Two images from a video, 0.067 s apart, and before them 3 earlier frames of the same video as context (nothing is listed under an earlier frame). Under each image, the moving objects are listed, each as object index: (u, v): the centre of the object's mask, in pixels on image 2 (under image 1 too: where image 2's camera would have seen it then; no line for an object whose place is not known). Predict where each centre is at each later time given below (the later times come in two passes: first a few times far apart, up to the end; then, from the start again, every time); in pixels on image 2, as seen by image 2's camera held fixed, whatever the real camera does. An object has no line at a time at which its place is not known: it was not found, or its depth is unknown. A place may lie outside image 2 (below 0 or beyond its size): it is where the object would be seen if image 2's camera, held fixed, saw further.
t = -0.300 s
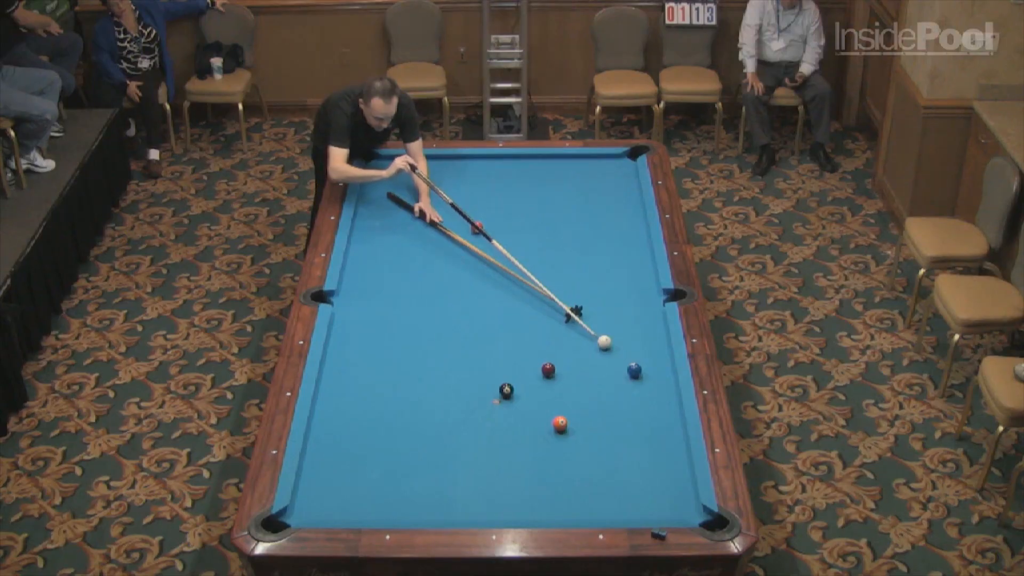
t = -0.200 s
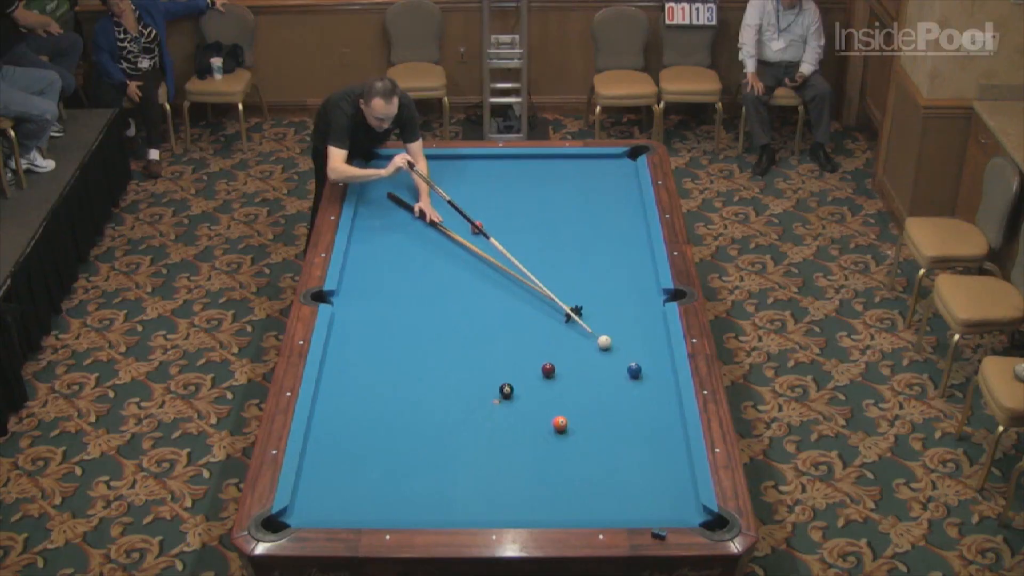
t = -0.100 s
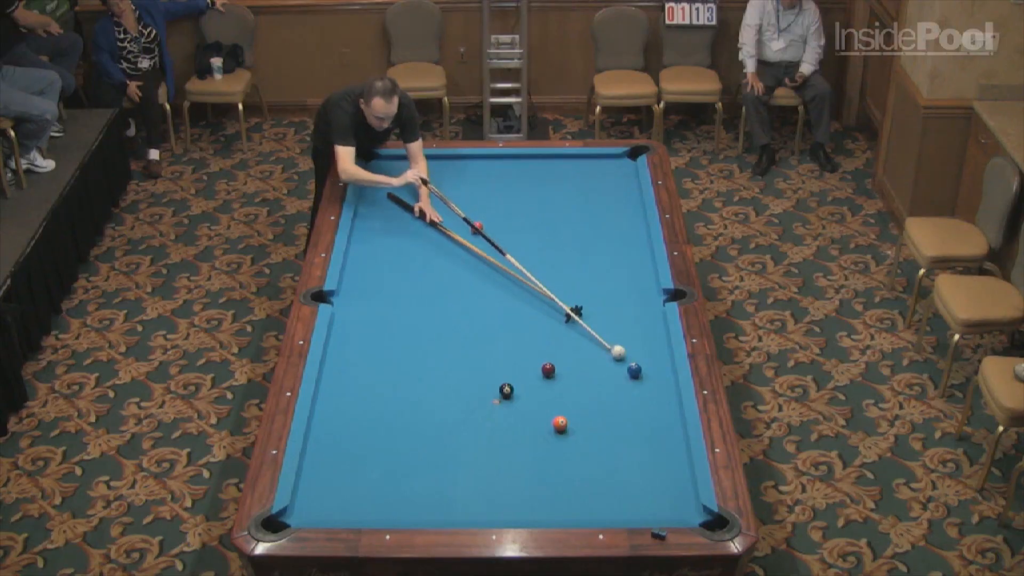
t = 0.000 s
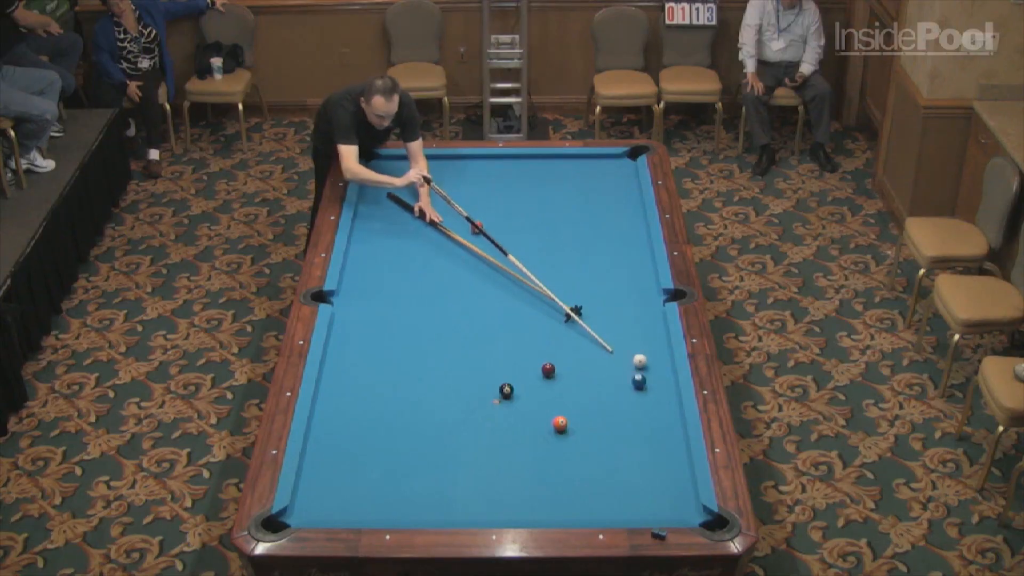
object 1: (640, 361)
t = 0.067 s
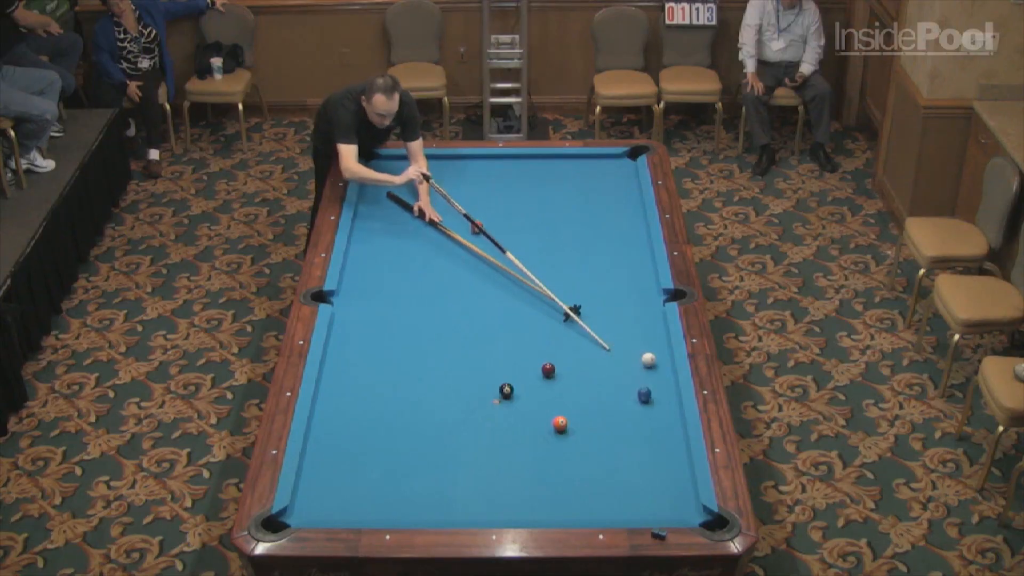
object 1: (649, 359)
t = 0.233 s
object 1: (664, 355)
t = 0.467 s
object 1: (655, 346)
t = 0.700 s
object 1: (643, 338)
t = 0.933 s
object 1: (632, 331)
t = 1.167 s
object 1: (622, 324)
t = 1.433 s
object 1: (611, 317)
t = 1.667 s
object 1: (603, 311)
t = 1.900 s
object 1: (596, 306)
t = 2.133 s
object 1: (589, 302)
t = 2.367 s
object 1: (582, 297)
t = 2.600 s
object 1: (577, 294)
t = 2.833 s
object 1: (572, 291)
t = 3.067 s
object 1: (568, 288)
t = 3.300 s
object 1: (564, 286)
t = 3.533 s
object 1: (561, 284)
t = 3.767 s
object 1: (559, 283)
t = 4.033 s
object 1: (556, 282)
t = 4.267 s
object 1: (555, 282)
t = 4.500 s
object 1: (555, 281)
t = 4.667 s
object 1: (555, 281)
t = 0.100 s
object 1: (652, 359)
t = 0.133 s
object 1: (655, 358)
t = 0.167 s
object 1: (658, 357)
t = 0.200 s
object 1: (661, 355)
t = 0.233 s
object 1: (664, 355)
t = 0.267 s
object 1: (666, 354)
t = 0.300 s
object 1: (665, 353)
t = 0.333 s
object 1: (663, 351)
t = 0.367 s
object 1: (661, 350)
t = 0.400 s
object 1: (659, 349)
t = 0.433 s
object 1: (657, 348)
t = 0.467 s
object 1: (655, 346)
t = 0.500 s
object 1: (654, 345)
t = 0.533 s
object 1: (652, 344)
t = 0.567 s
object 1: (650, 343)
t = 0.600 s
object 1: (648, 342)
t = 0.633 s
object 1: (646, 340)
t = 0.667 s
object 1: (645, 339)
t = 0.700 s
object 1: (643, 338)
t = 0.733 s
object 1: (641, 337)
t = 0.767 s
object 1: (640, 336)
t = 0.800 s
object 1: (639, 335)
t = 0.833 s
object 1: (637, 334)
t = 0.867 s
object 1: (635, 333)
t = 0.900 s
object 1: (634, 332)
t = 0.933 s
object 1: (632, 331)
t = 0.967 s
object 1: (631, 330)
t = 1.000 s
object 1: (629, 329)
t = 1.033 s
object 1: (628, 328)
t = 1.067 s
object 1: (626, 327)
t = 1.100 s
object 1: (625, 326)
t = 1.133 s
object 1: (623, 325)
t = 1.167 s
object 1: (622, 324)
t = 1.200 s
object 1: (621, 323)
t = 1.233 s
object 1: (619, 322)
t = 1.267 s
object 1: (618, 321)
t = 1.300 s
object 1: (616, 321)
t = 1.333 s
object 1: (615, 320)
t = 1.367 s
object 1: (614, 319)
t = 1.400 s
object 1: (613, 318)
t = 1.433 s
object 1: (611, 317)
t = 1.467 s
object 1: (610, 316)
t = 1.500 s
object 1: (609, 315)
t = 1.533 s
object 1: (608, 315)
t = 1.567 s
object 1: (606, 314)
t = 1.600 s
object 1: (605, 313)
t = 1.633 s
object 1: (604, 312)
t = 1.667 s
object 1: (603, 311)
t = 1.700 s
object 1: (602, 311)
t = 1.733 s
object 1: (601, 310)
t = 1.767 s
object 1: (600, 309)
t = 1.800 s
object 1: (599, 308)
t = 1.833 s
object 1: (598, 308)
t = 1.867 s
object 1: (596, 307)
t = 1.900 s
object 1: (596, 306)
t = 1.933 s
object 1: (594, 306)
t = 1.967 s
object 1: (593, 305)
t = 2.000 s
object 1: (592, 304)
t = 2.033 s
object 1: (592, 304)
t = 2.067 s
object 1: (591, 303)
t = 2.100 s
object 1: (590, 302)
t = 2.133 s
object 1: (589, 302)
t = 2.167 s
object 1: (588, 301)
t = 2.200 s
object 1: (587, 301)
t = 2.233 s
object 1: (586, 300)
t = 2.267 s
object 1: (585, 299)
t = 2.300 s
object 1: (584, 299)
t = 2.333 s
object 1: (583, 298)
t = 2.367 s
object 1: (582, 297)
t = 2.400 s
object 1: (581, 297)
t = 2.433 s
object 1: (581, 296)
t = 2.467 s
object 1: (580, 296)
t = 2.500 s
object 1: (579, 295)
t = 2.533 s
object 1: (579, 295)
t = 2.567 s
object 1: (578, 294)
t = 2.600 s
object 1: (577, 294)
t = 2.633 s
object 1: (576, 293)
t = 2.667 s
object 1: (576, 293)
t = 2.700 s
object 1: (575, 292)
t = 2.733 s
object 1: (574, 292)
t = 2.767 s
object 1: (574, 291)
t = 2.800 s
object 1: (573, 291)
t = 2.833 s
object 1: (572, 291)
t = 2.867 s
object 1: (572, 290)
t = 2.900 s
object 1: (571, 290)
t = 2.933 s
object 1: (570, 289)
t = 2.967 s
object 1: (570, 289)
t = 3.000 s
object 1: (569, 289)
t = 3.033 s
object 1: (569, 288)
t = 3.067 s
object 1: (568, 288)
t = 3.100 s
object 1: (567, 288)
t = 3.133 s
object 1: (567, 288)
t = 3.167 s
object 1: (566, 287)
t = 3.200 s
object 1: (566, 287)
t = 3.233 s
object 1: (565, 287)
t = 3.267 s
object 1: (565, 286)
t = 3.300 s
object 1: (564, 286)
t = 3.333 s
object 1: (564, 286)
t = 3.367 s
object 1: (563, 286)
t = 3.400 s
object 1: (563, 285)
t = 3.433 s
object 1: (562, 285)
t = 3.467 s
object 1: (562, 285)
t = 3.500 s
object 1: (561, 284)
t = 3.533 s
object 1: (561, 284)
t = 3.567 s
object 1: (561, 284)
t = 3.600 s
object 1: (560, 284)
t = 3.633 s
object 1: (560, 284)
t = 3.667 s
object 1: (560, 284)
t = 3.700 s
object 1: (559, 284)
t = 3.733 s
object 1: (559, 283)
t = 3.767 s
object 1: (559, 283)
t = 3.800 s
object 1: (558, 283)
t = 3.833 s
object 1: (558, 283)
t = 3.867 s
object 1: (558, 283)
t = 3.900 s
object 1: (557, 283)
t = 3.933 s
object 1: (557, 282)
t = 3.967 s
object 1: (557, 282)
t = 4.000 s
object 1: (557, 282)
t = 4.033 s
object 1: (556, 282)
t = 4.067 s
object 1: (556, 282)
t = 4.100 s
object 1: (556, 282)
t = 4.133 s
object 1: (556, 282)
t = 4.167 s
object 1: (556, 282)
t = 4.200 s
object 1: (556, 282)
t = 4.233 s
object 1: (556, 282)
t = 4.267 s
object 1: (555, 282)
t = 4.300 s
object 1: (555, 282)
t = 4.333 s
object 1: (555, 282)
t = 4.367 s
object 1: (555, 281)
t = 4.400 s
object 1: (555, 281)
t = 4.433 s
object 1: (555, 281)
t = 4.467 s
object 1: (555, 281)
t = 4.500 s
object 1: (555, 281)
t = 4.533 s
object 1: (555, 281)
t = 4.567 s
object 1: (555, 281)
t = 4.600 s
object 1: (555, 281)
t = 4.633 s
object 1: (555, 281)
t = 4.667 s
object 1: (555, 281)
